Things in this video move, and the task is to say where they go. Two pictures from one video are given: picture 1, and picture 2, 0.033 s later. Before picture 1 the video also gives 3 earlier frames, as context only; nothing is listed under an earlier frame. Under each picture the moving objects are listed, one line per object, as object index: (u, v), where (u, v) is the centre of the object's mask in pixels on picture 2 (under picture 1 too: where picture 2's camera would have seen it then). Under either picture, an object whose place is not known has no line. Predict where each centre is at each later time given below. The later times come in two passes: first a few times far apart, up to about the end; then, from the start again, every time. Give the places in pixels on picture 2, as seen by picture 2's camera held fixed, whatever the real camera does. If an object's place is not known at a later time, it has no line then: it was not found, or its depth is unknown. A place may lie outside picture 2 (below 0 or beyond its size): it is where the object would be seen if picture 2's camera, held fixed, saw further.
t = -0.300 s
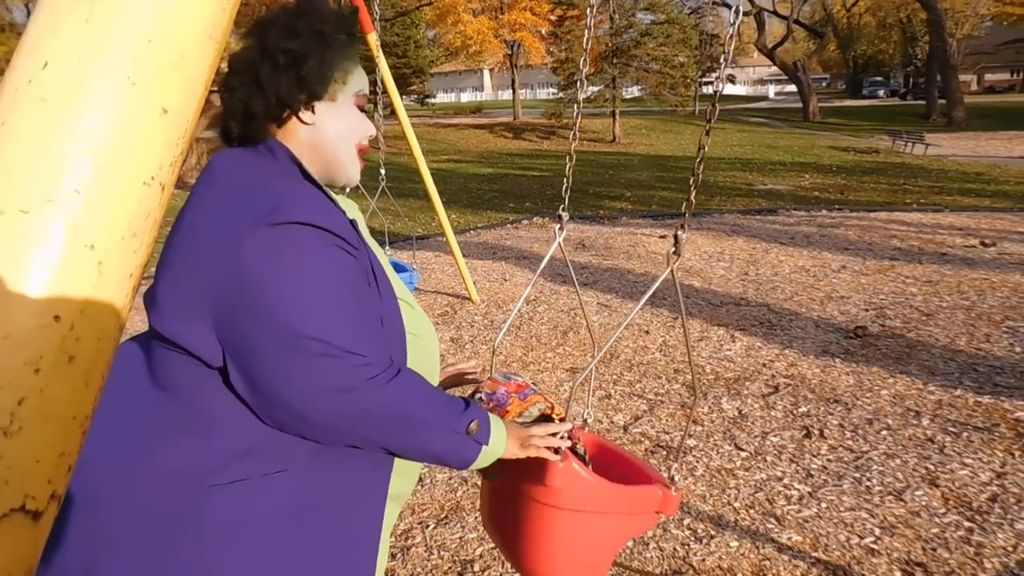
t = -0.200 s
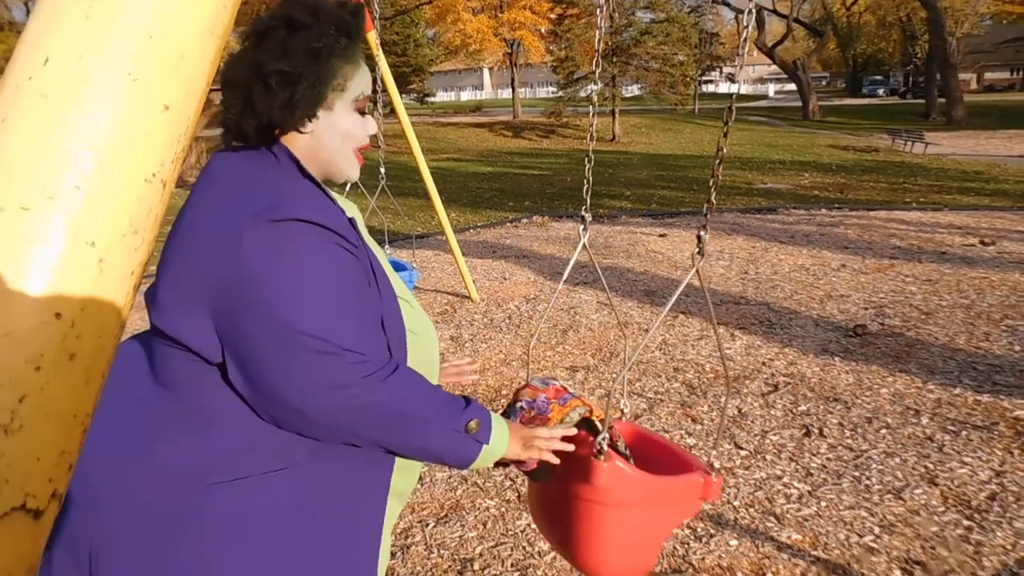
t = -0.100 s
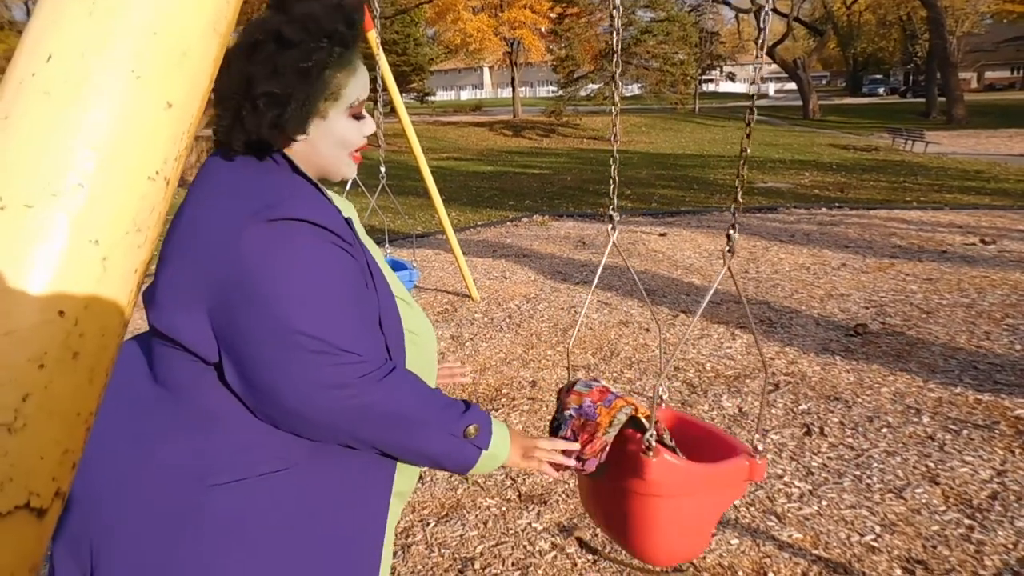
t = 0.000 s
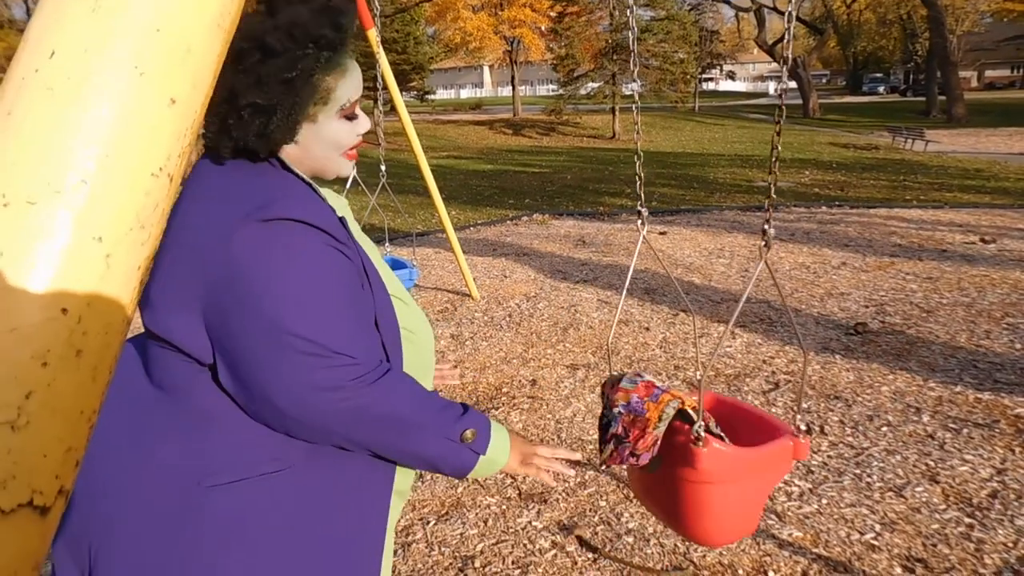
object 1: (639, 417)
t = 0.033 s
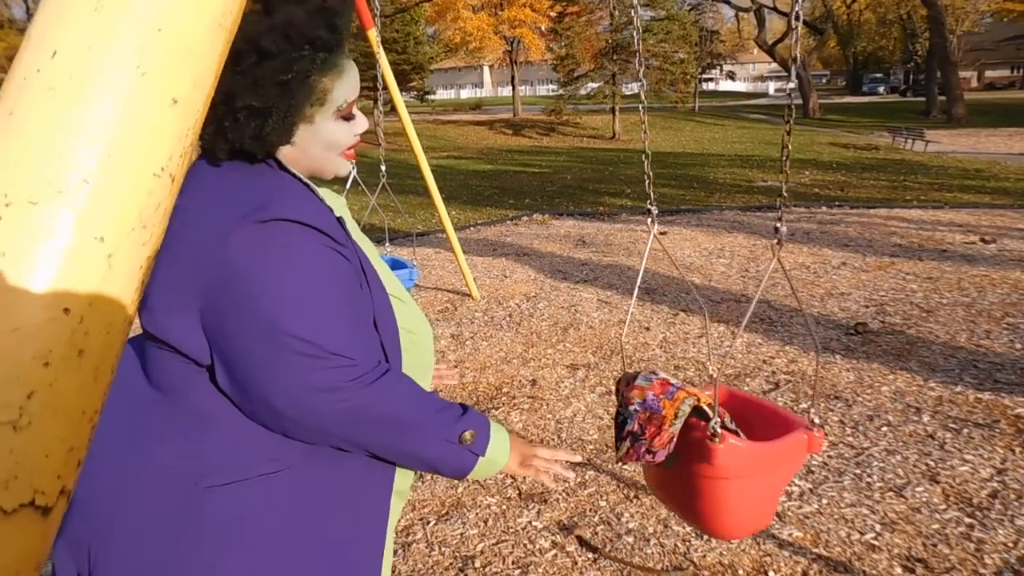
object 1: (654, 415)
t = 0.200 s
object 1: (720, 398)
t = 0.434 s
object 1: (781, 380)
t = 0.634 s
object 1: (793, 378)
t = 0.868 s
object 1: (758, 397)
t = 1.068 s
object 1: (688, 420)
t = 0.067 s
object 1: (668, 411)
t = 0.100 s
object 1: (682, 408)
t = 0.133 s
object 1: (695, 405)
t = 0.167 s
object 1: (709, 402)
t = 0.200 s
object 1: (720, 398)
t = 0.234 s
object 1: (732, 395)
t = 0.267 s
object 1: (742, 392)
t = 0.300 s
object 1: (753, 388)
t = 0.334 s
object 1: (761, 386)
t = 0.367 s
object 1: (769, 384)
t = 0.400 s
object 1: (776, 382)
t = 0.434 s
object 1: (781, 380)
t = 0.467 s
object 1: (786, 379)
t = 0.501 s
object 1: (790, 378)
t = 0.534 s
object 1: (793, 377)
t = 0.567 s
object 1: (794, 377)
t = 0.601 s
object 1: (794, 377)
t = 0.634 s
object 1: (793, 378)
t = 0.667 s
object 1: (792, 379)
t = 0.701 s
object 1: (788, 381)
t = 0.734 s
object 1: (785, 383)
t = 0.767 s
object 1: (780, 386)
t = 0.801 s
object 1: (774, 389)
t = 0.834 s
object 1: (766, 393)
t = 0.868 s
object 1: (758, 397)
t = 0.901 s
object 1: (748, 401)
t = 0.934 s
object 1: (738, 405)
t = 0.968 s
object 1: (727, 409)
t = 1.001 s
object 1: (714, 413)
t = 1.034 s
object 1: (701, 417)
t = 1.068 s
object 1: (688, 420)
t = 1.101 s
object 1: (673, 424)
